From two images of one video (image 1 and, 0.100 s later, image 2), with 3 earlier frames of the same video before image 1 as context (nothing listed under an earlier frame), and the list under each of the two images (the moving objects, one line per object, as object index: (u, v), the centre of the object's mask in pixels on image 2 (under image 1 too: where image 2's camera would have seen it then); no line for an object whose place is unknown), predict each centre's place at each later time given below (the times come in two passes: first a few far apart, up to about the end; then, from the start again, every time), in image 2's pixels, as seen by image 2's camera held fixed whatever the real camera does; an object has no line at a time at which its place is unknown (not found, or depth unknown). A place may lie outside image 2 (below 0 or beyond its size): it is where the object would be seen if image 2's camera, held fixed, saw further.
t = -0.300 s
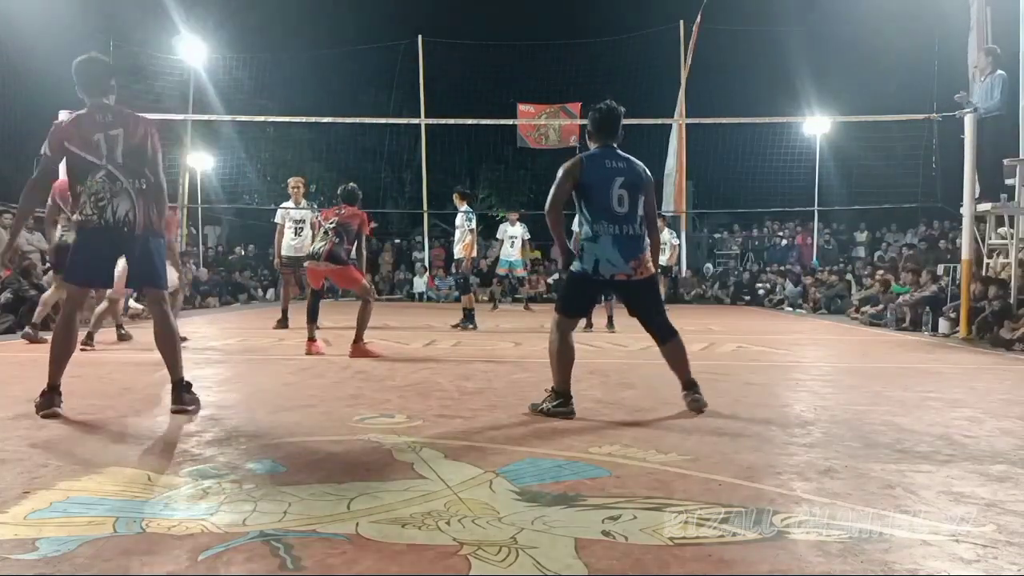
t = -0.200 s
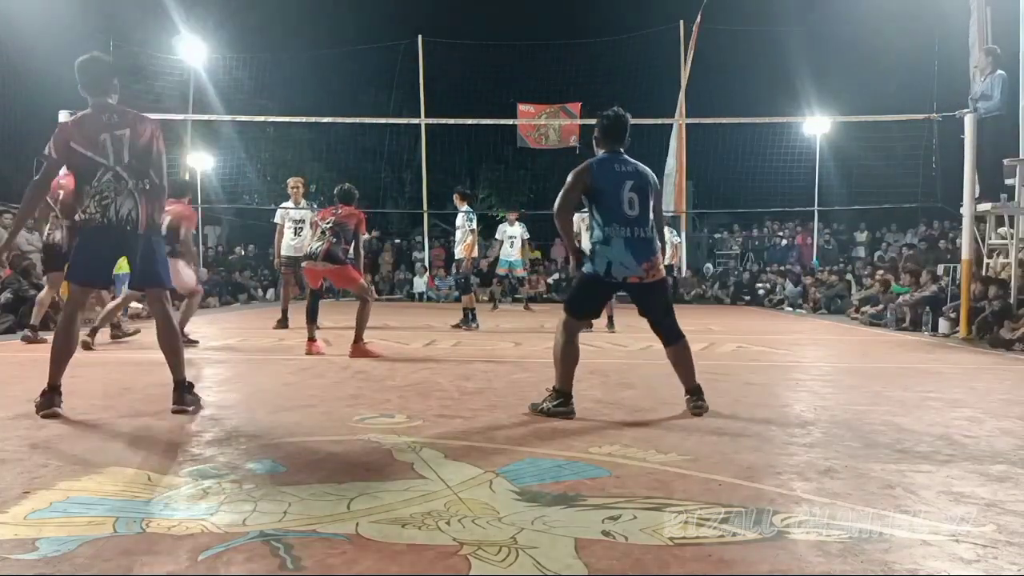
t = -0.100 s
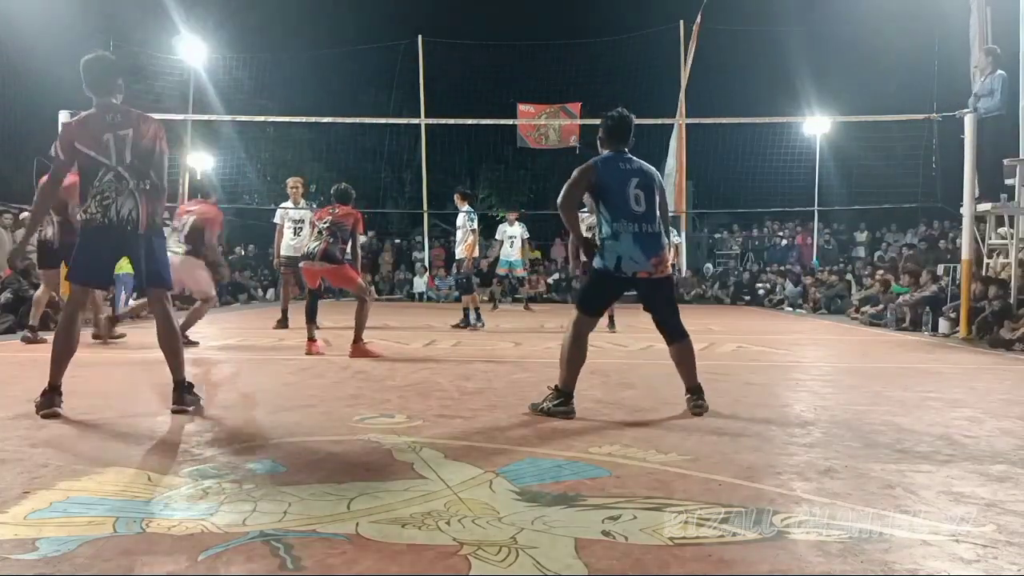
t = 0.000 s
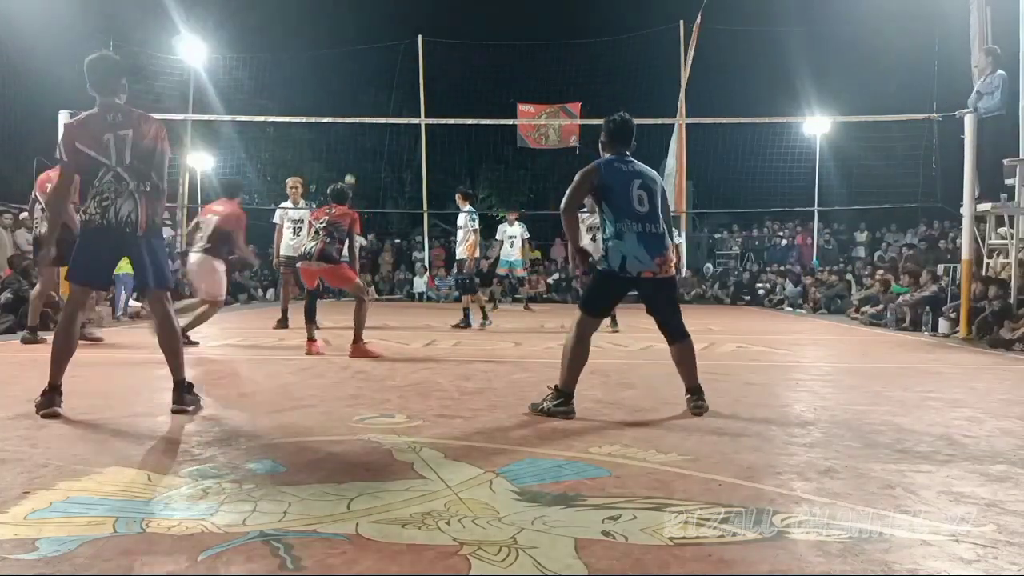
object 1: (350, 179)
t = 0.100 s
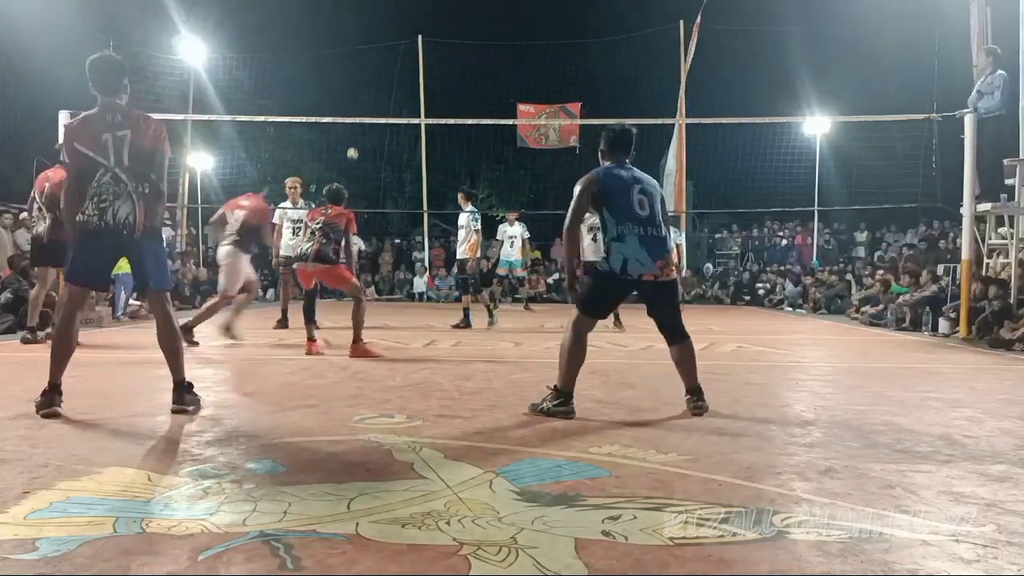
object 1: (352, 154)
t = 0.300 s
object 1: (368, 109)
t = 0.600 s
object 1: (423, 74)
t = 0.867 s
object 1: (529, 100)
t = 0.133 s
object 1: (354, 145)
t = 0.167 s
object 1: (356, 138)
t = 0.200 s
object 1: (358, 130)
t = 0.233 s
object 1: (361, 123)
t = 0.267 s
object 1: (364, 114)
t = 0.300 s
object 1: (368, 109)
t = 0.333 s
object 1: (371, 103)
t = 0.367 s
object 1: (376, 98)
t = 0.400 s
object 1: (381, 93)
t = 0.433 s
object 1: (386, 88)
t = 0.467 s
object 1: (392, 84)
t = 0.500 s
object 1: (399, 80)
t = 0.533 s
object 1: (406, 77)
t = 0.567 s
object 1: (413, 76)
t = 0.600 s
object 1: (423, 74)
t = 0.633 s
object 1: (433, 74)
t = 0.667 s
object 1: (443, 74)
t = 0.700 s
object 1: (454, 76)
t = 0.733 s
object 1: (467, 78)
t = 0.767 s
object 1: (481, 82)
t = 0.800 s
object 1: (496, 88)
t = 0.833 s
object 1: (513, 94)
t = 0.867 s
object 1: (529, 100)
